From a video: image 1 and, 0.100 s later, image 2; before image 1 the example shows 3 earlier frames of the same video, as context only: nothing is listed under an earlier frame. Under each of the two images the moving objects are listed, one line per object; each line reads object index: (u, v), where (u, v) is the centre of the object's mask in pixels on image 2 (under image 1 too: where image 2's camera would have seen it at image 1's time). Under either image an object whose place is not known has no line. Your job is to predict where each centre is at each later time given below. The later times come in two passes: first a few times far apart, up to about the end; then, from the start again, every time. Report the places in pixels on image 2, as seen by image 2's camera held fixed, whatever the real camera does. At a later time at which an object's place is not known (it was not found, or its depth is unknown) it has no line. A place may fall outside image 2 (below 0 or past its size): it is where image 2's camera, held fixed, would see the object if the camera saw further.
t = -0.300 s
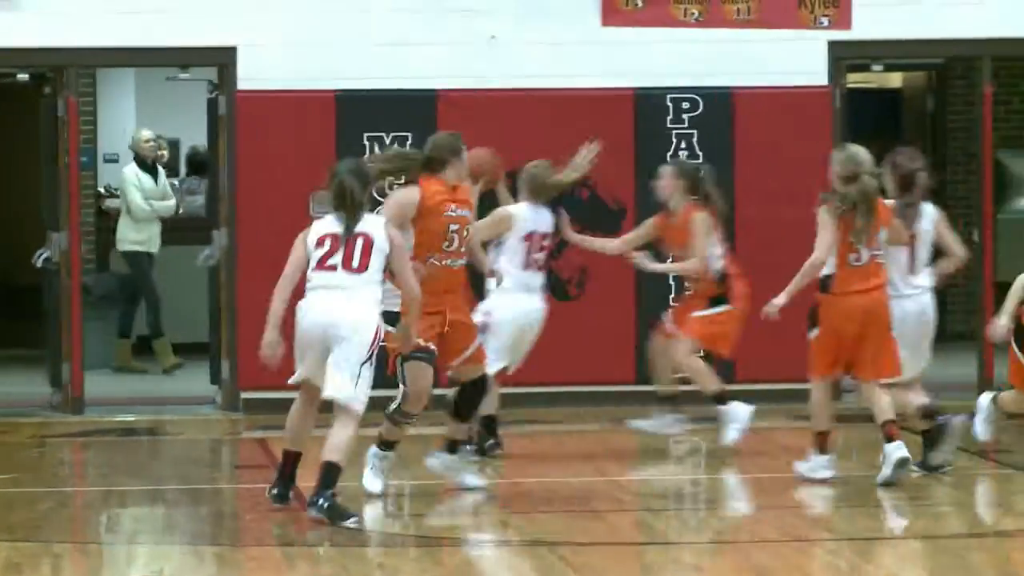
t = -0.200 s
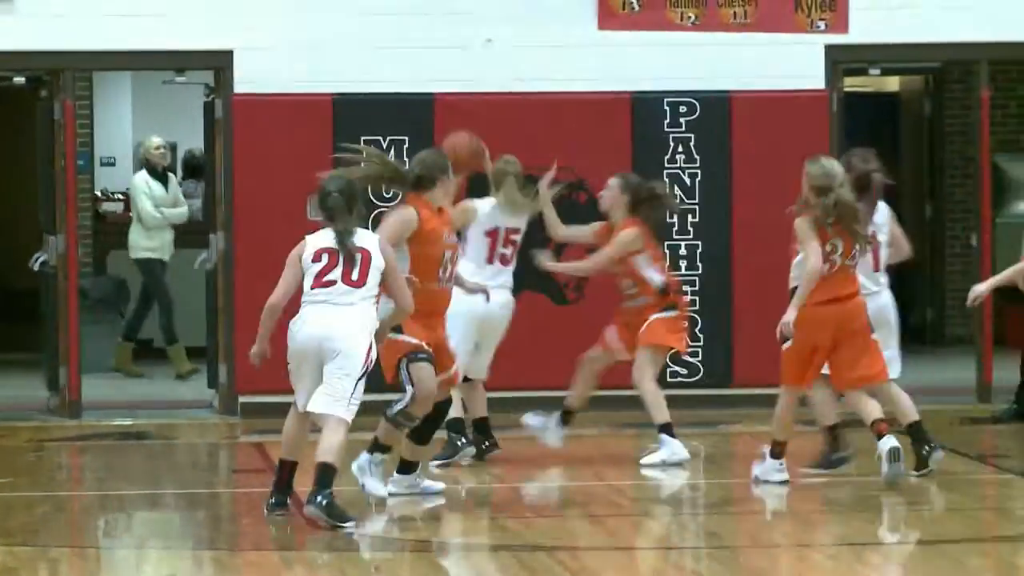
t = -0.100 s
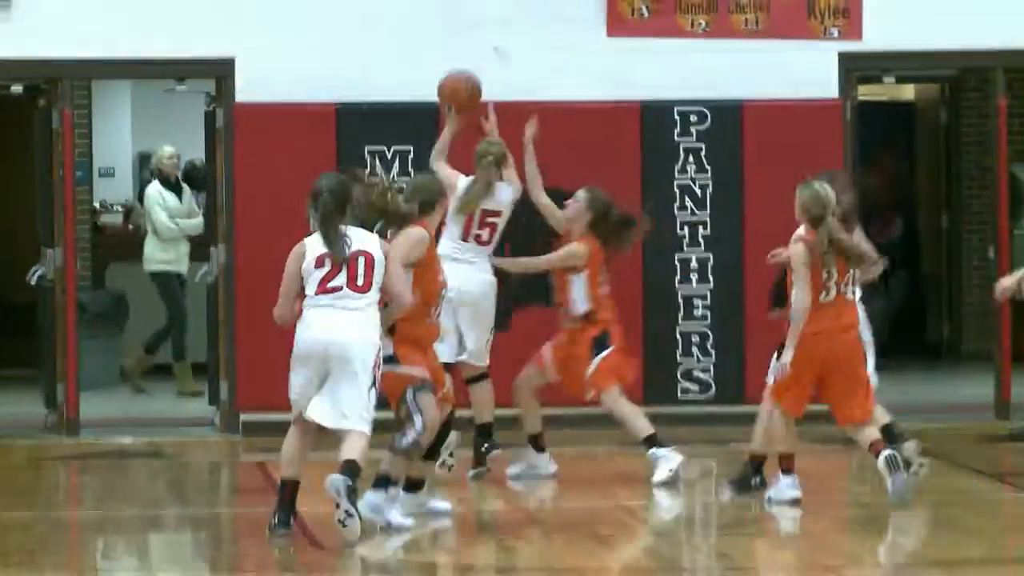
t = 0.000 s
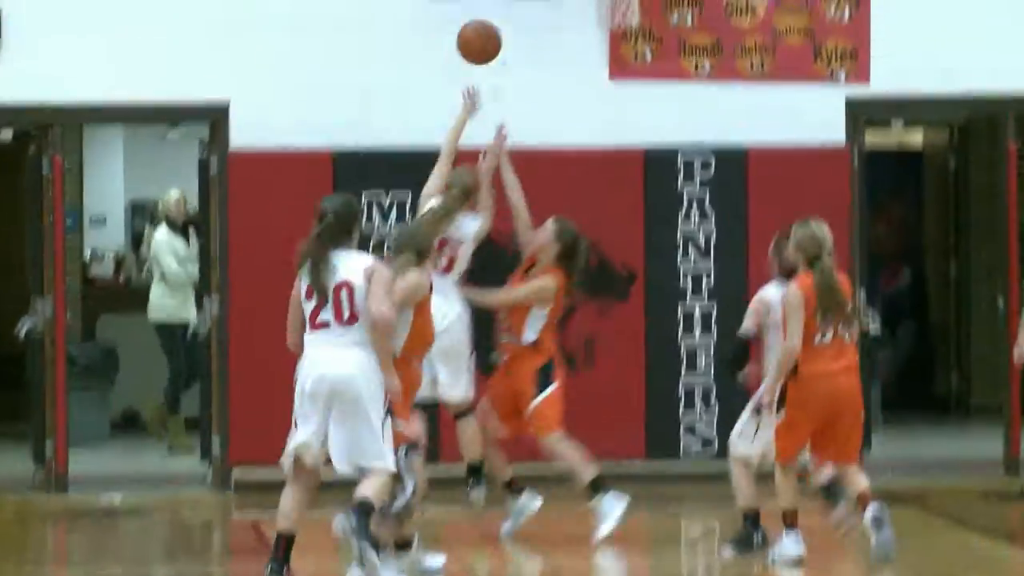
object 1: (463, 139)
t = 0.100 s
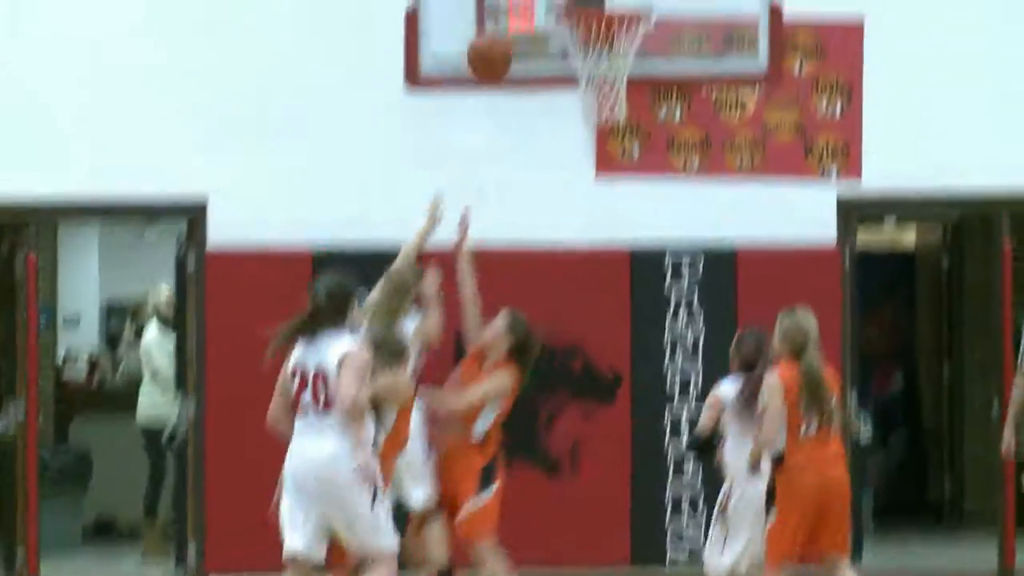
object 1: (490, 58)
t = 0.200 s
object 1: (516, -5)
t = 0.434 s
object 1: (553, -12)
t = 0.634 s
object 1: (553, -9)
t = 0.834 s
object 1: (546, 27)
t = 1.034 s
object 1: (539, 138)
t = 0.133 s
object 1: (499, 35)
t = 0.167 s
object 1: (508, 13)
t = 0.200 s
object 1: (516, -5)
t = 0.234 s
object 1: (521, -12)
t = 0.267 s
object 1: (526, -16)
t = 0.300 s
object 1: (531, -20)
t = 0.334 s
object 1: (536, -21)
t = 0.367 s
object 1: (541, -20)
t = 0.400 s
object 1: (546, -17)
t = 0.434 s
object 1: (553, -12)
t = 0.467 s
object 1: (555, -11)
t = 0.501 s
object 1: (554, -15)
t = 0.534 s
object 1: (554, -16)
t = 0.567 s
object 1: (554, -15)
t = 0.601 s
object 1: (554, -12)
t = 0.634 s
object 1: (553, -9)
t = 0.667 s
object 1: (552, -5)
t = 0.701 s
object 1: (551, -2)
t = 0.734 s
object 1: (550, 0)
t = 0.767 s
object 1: (549, 6)
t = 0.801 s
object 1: (547, 16)
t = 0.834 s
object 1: (546, 27)
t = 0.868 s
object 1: (545, 41)
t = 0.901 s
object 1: (544, 55)
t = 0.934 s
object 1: (543, 73)
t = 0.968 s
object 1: (541, 94)
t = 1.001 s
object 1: (540, 116)
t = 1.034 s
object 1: (539, 138)
